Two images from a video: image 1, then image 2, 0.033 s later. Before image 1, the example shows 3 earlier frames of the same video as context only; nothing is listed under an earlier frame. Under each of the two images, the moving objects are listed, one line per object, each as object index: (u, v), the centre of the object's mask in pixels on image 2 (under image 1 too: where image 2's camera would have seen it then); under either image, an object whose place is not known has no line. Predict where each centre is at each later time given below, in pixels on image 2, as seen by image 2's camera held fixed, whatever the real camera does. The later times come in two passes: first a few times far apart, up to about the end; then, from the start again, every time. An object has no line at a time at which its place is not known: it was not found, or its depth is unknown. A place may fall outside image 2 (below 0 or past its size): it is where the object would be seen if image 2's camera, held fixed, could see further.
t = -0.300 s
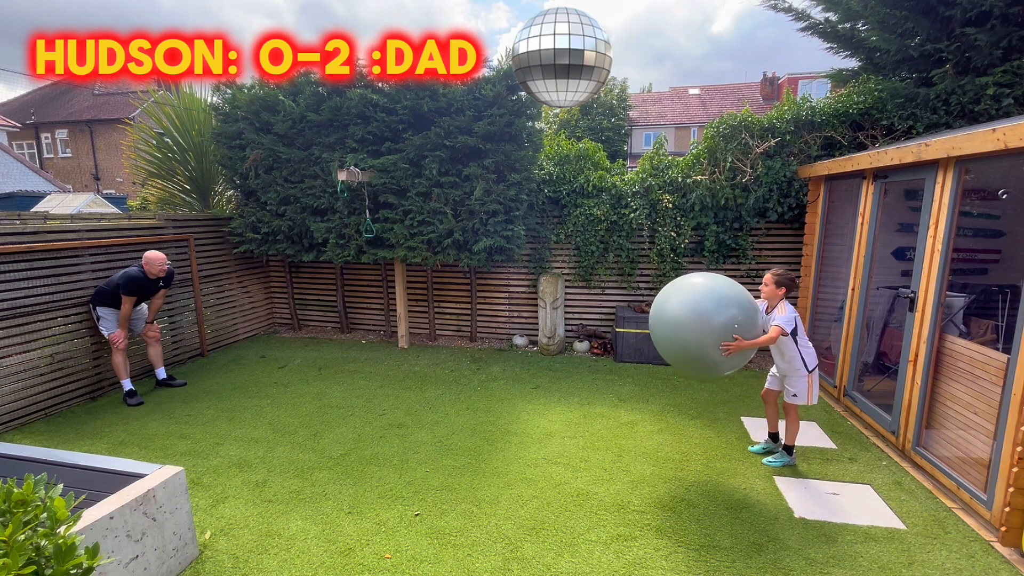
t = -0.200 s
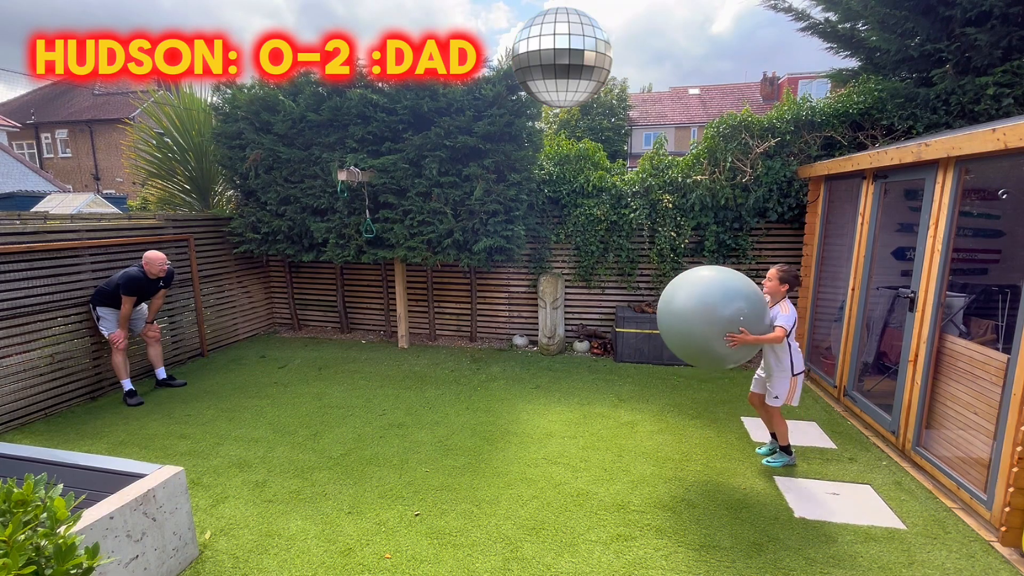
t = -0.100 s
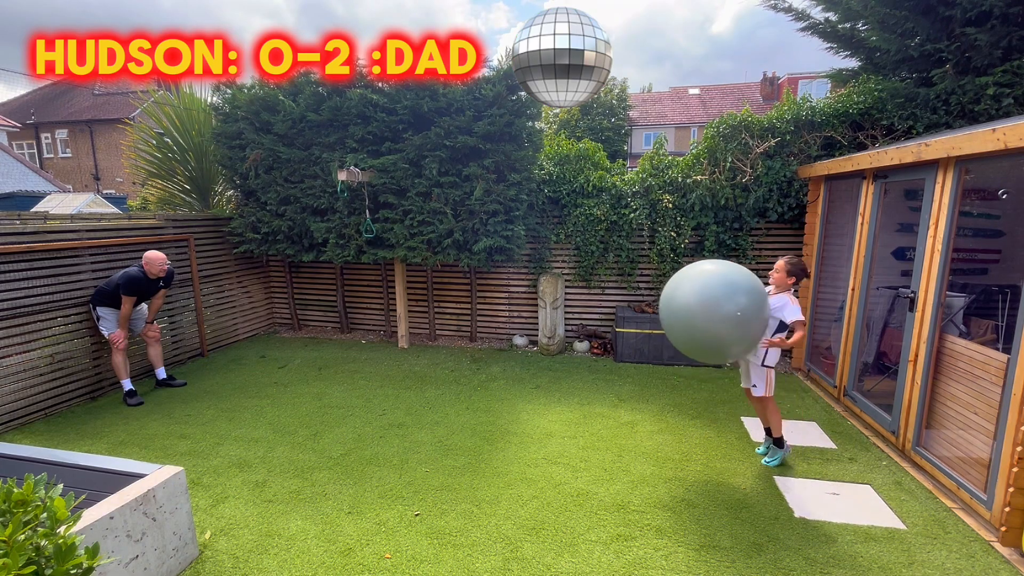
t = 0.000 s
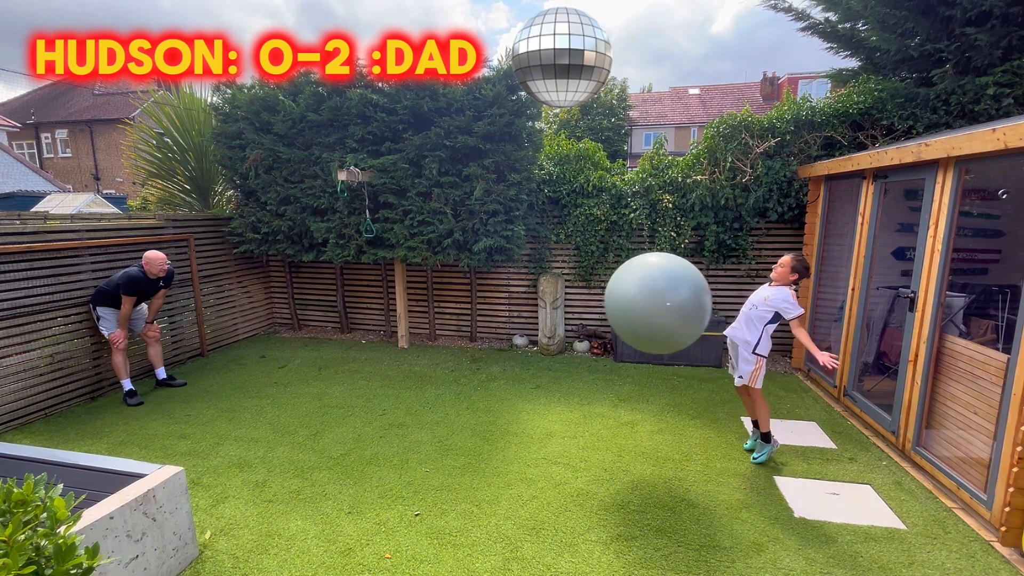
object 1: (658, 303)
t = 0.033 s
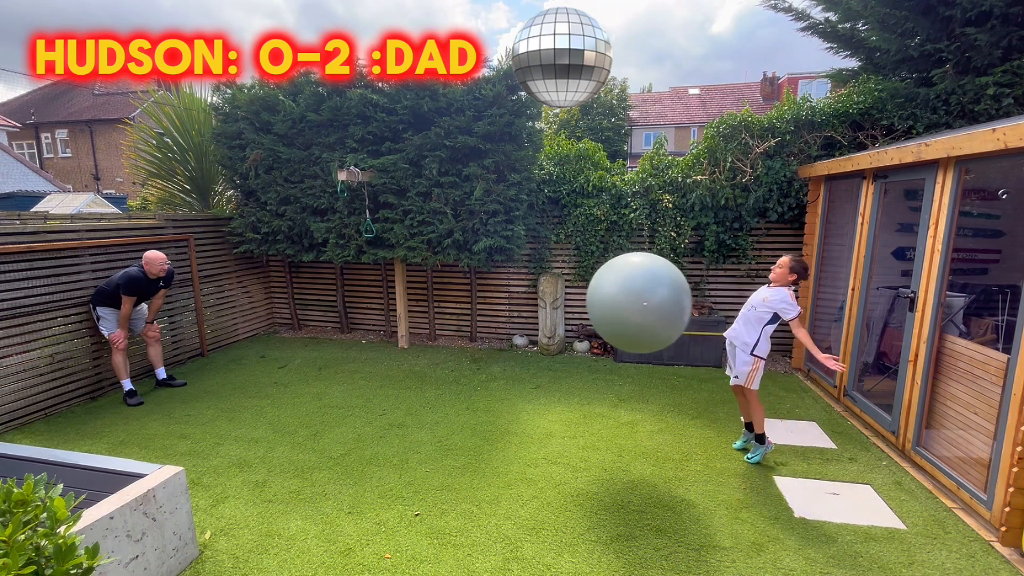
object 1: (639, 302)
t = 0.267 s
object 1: (513, 334)
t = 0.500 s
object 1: (405, 412)
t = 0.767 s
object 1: (304, 338)
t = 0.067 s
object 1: (621, 303)
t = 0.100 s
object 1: (602, 306)
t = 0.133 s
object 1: (583, 309)
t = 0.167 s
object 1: (565, 313)
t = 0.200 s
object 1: (547, 319)
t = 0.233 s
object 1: (529, 326)
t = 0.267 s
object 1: (513, 334)
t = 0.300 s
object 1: (495, 343)
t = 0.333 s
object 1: (479, 353)
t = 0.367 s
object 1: (462, 365)
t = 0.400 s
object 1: (446, 377)
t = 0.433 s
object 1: (431, 390)
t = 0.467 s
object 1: (416, 404)
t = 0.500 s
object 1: (405, 412)
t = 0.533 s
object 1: (394, 404)
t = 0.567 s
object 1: (381, 391)
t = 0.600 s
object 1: (368, 380)
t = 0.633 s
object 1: (355, 369)
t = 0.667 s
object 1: (343, 360)
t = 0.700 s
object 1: (330, 352)
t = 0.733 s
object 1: (317, 344)
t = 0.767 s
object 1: (304, 338)
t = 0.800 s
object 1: (292, 333)
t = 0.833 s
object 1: (279, 329)
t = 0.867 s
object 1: (266, 327)
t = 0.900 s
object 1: (254, 325)
